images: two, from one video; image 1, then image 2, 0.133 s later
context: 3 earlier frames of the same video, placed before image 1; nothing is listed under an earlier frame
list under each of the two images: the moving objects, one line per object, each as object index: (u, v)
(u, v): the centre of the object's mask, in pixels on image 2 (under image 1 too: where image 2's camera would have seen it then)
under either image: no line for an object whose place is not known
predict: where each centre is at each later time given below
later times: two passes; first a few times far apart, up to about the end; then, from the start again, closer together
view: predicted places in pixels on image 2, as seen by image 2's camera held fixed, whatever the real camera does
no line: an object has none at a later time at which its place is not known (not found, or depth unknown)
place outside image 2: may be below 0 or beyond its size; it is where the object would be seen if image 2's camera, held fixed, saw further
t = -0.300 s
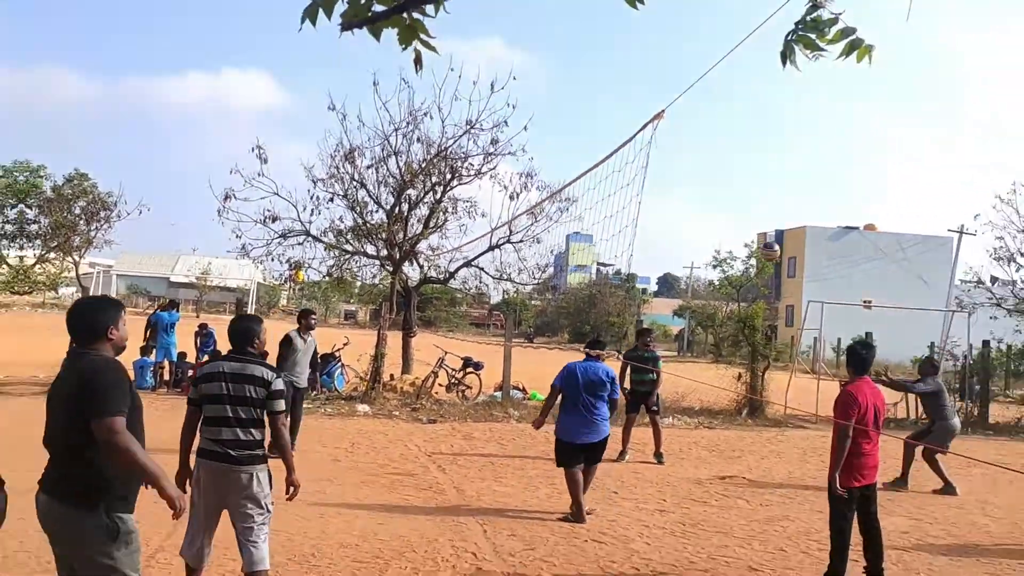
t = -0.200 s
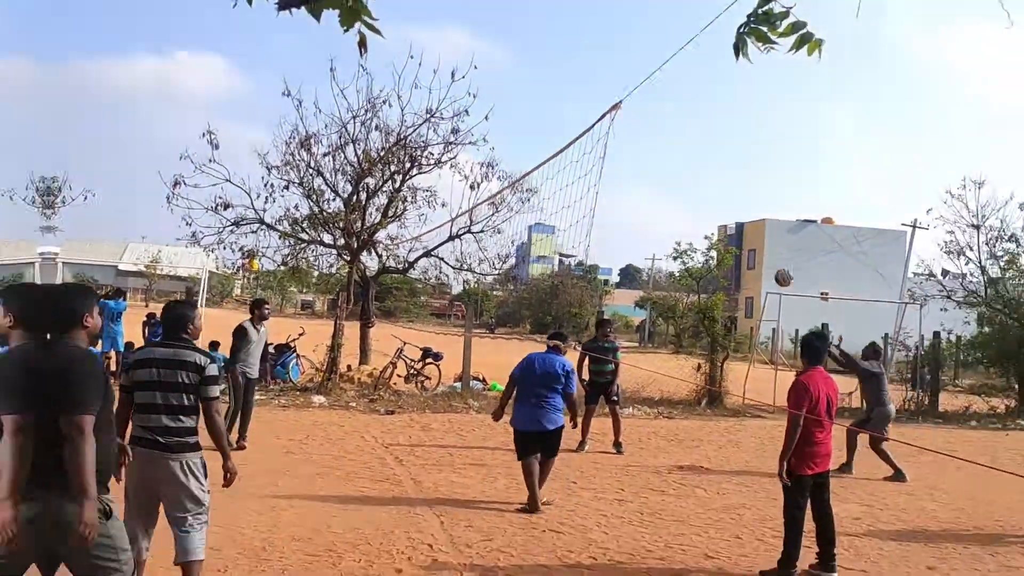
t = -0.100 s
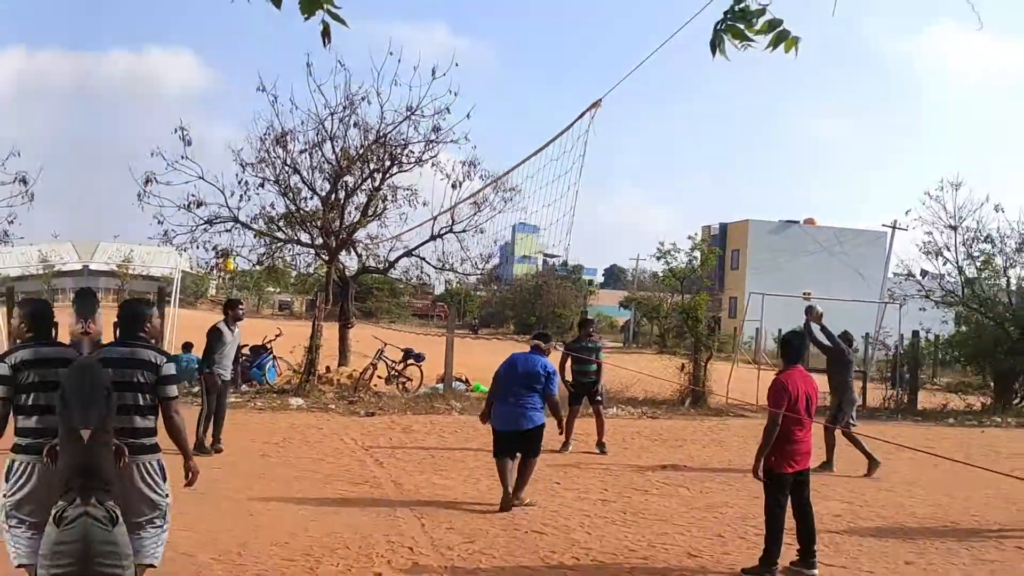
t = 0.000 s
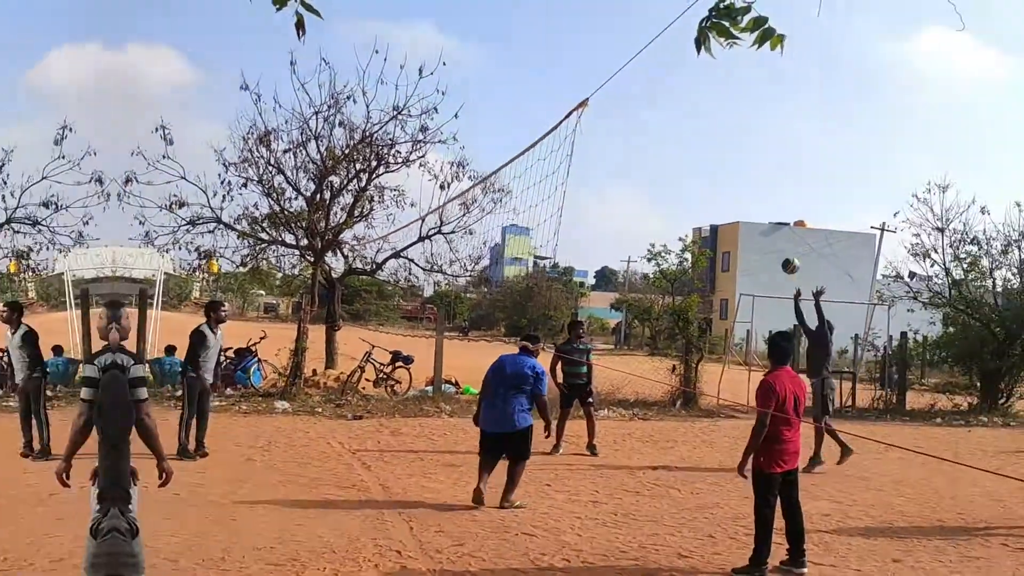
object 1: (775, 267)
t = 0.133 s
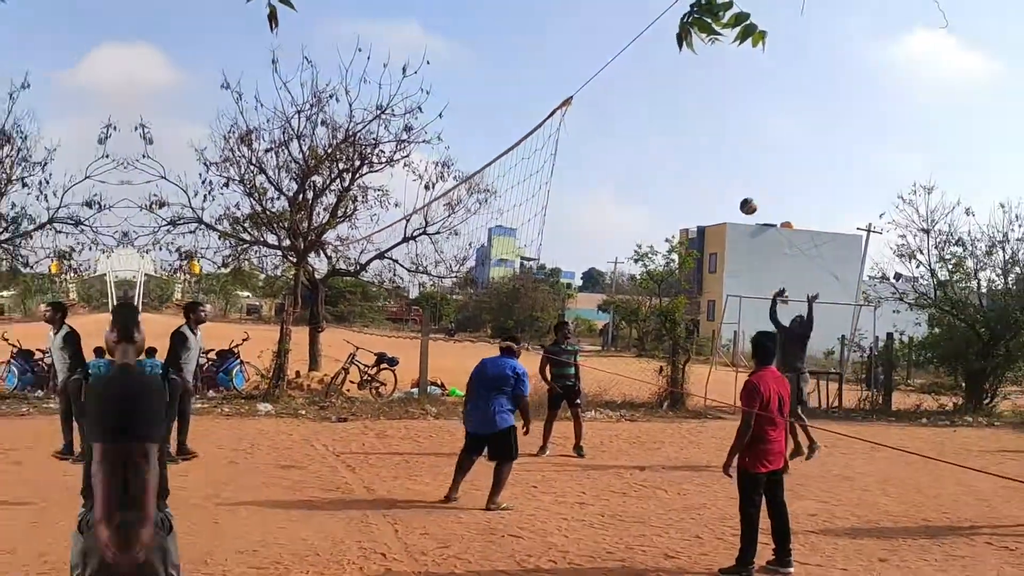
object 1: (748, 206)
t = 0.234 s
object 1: (726, 170)
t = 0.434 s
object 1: (680, 122)
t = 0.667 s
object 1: (630, 104)
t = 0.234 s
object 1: (726, 170)
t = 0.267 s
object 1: (719, 161)
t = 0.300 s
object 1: (710, 151)
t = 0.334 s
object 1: (702, 143)
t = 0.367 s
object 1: (695, 135)
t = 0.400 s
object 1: (687, 129)
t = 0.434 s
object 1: (680, 122)
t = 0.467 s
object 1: (673, 117)
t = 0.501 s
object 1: (666, 113)
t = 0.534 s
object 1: (659, 108)
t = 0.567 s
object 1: (651, 106)
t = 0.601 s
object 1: (645, 104)
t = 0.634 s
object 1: (637, 103)
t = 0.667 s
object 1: (630, 104)
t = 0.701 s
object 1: (622, 105)
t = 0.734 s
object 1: (615, 108)
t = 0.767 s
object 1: (606, 111)
